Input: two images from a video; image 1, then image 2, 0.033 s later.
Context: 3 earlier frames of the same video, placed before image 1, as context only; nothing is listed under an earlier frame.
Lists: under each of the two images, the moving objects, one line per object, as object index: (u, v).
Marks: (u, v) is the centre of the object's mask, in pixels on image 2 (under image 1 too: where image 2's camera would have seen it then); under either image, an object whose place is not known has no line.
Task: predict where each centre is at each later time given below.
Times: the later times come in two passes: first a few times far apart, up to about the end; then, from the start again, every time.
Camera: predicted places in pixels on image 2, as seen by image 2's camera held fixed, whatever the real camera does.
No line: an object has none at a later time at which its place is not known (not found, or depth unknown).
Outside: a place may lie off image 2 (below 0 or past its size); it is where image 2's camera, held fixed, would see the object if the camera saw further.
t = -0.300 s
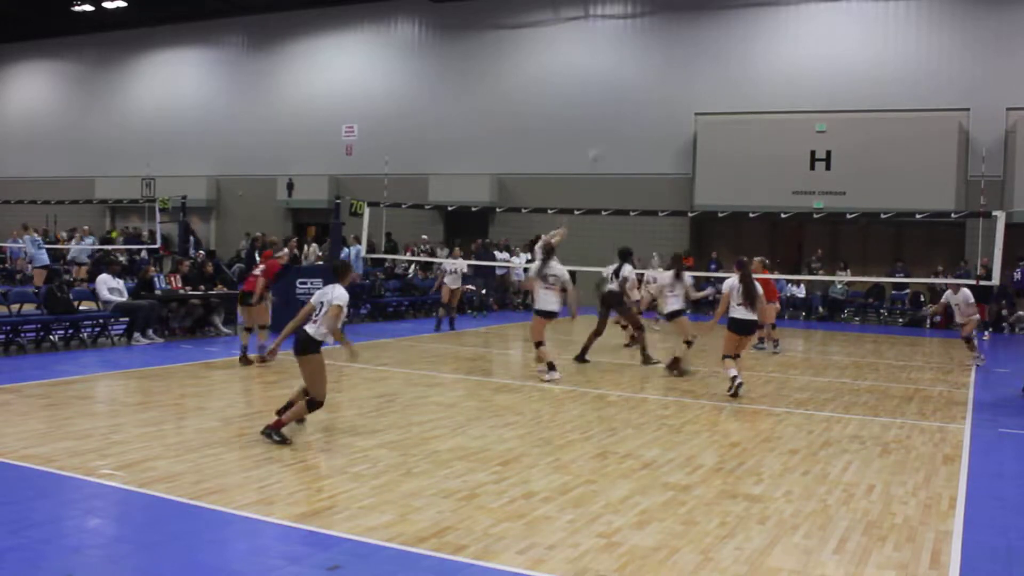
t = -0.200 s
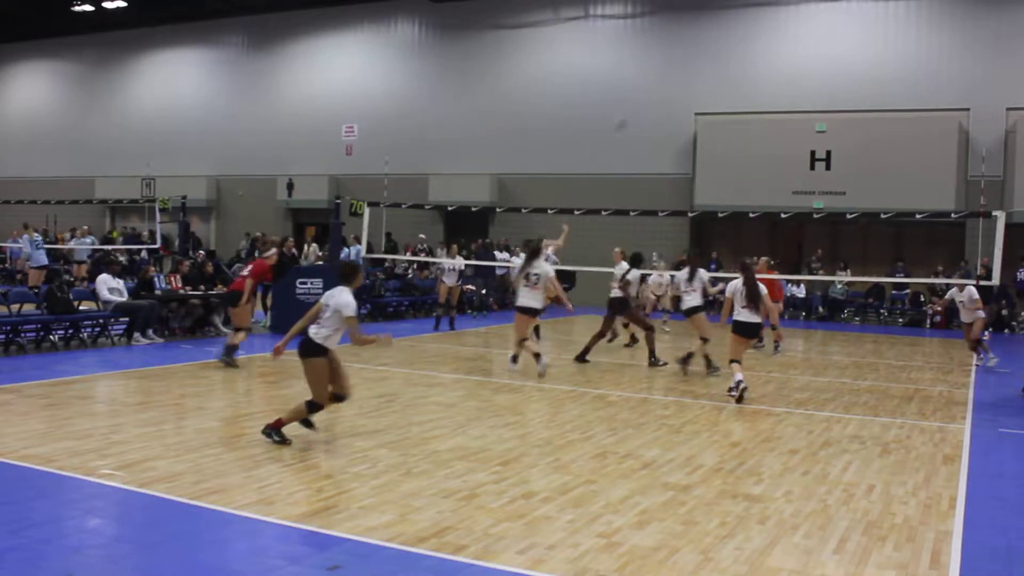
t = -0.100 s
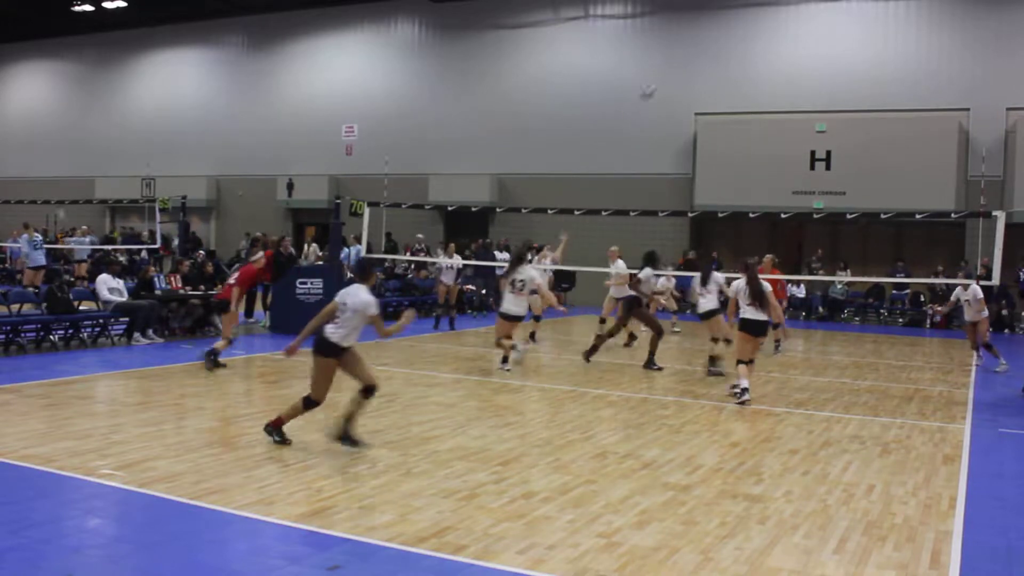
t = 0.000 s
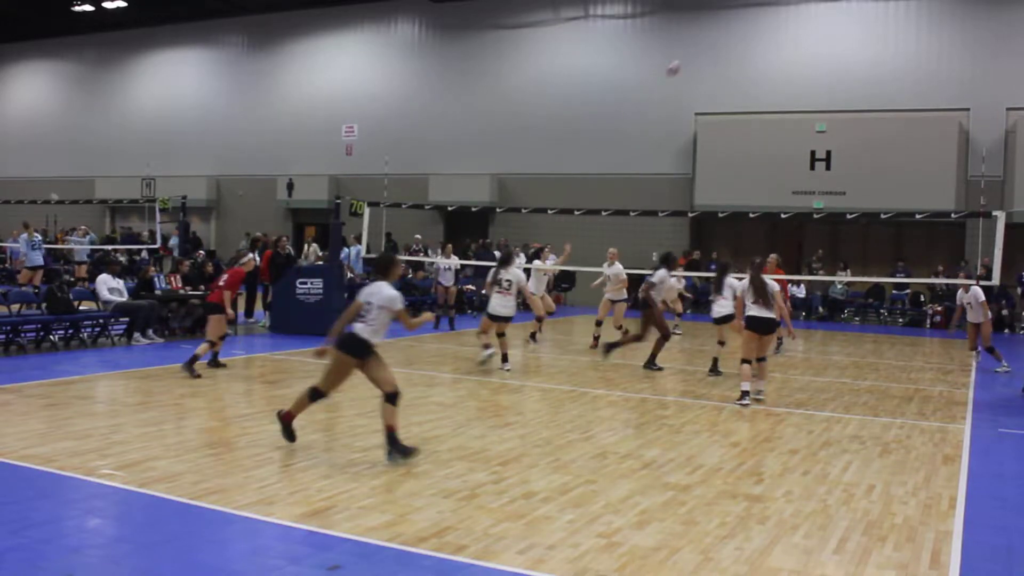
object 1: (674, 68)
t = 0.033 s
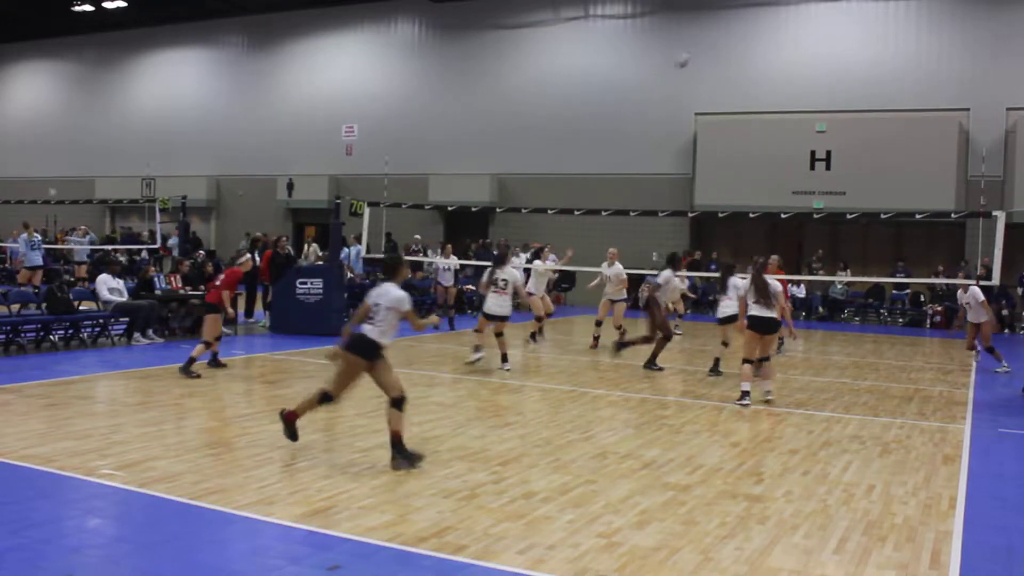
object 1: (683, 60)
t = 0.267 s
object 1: (743, 32)
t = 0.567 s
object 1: (822, 45)
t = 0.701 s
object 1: (856, 70)
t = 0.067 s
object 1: (690, 56)
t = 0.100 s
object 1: (698, 51)
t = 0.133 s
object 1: (707, 44)
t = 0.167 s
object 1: (716, 40)
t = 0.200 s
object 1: (725, 36)
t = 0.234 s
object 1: (734, 34)
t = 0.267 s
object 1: (743, 32)
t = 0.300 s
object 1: (751, 31)
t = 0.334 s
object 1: (759, 29)
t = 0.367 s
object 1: (769, 30)
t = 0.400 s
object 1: (778, 32)
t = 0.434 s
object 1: (787, 32)
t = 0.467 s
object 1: (795, 35)
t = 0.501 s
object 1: (804, 37)
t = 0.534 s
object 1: (813, 41)
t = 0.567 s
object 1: (822, 45)
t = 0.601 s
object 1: (830, 50)
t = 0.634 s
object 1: (839, 56)
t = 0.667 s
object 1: (848, 62)
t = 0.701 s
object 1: (856, 70)
